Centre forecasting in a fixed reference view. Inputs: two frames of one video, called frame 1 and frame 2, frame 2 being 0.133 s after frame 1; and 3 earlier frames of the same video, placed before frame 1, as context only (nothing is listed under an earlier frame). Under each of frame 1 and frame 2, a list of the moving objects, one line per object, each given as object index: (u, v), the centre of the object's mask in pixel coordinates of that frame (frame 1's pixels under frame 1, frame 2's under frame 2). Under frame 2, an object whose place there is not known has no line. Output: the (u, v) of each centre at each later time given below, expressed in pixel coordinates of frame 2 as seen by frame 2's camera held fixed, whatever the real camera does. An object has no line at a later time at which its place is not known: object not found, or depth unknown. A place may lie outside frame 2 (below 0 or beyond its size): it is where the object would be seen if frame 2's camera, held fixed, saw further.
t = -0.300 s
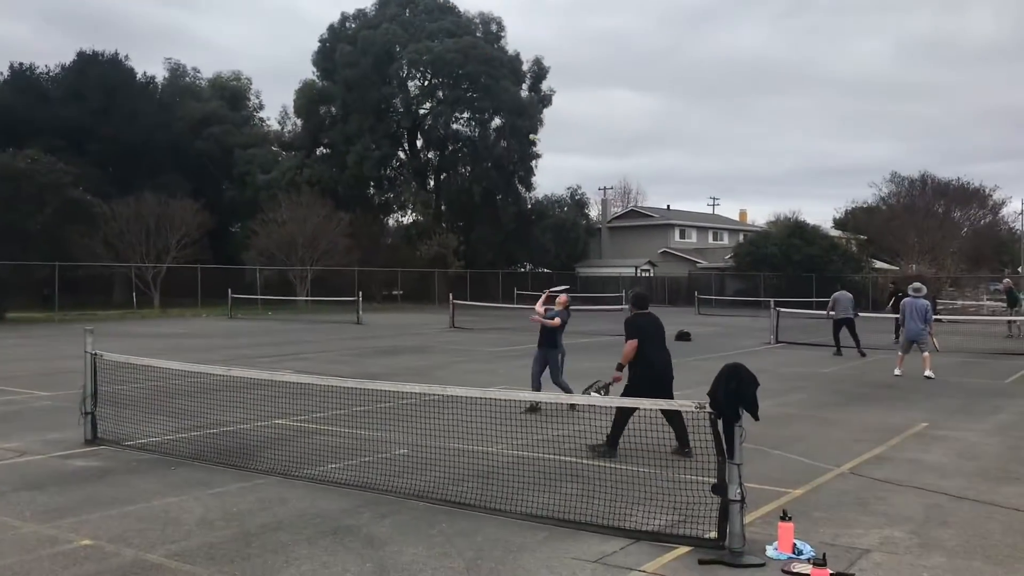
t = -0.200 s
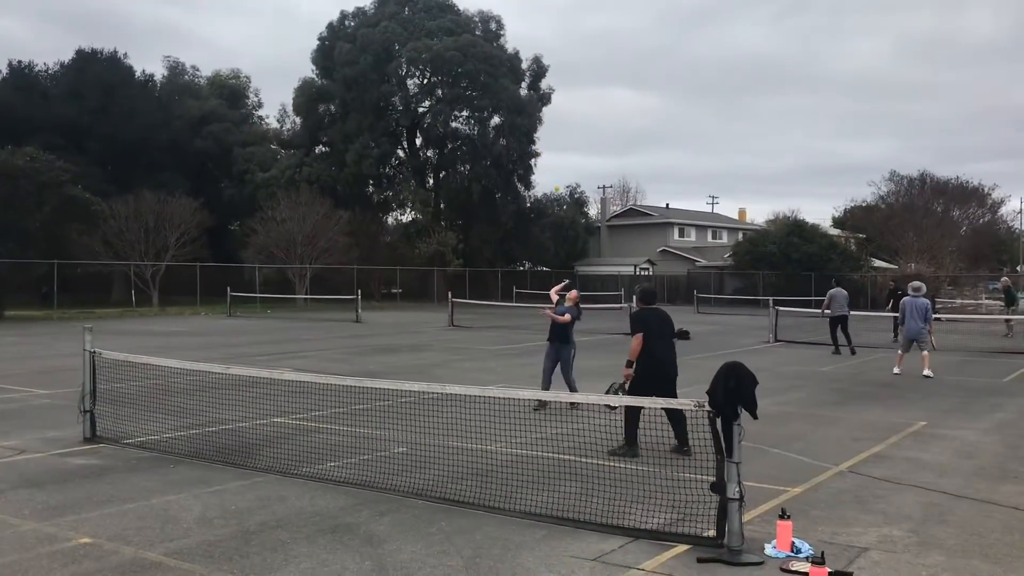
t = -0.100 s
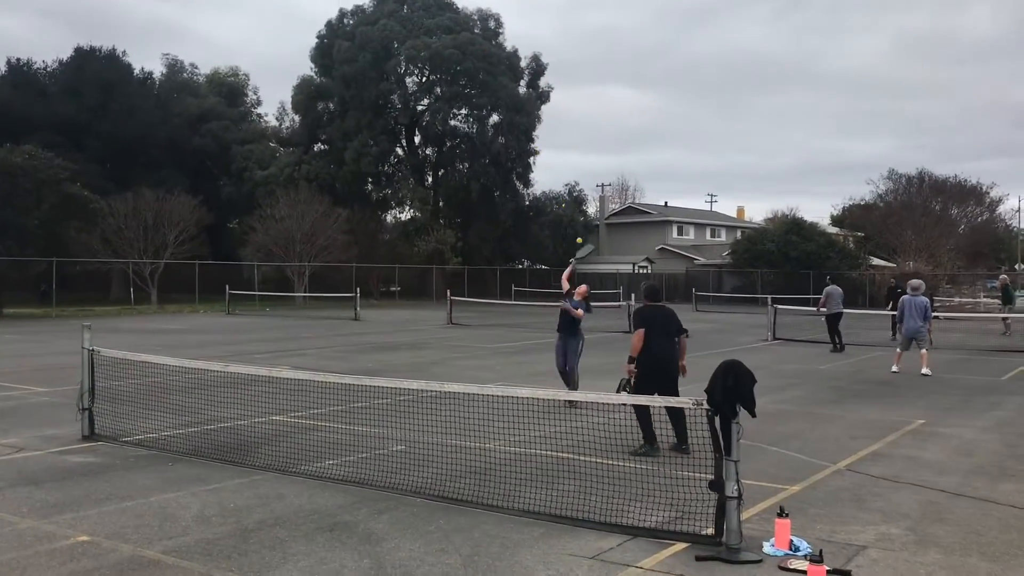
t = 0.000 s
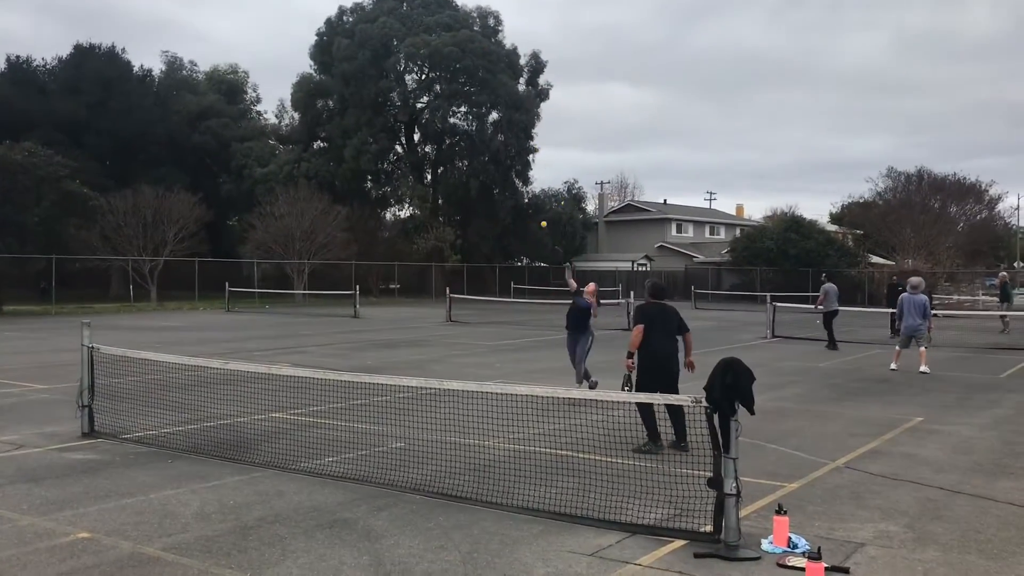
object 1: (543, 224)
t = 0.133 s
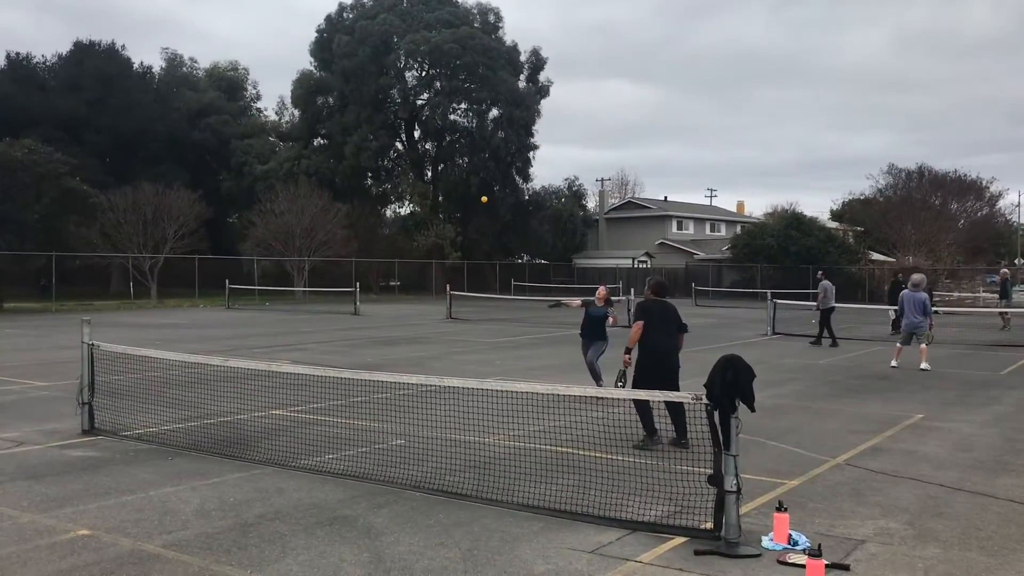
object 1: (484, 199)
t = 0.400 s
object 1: (354, 202)
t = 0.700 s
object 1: (189, 296)
